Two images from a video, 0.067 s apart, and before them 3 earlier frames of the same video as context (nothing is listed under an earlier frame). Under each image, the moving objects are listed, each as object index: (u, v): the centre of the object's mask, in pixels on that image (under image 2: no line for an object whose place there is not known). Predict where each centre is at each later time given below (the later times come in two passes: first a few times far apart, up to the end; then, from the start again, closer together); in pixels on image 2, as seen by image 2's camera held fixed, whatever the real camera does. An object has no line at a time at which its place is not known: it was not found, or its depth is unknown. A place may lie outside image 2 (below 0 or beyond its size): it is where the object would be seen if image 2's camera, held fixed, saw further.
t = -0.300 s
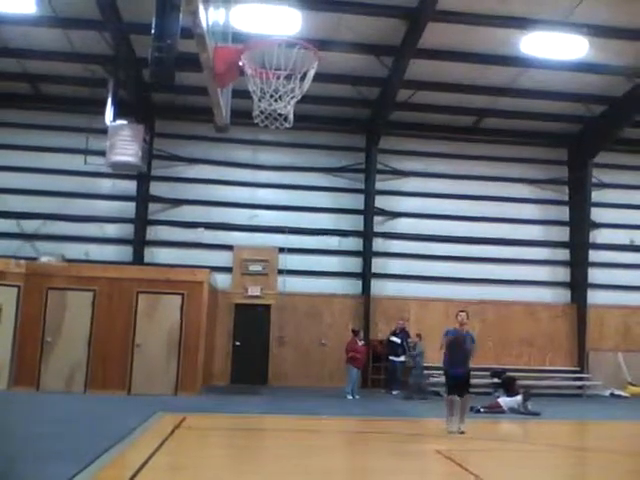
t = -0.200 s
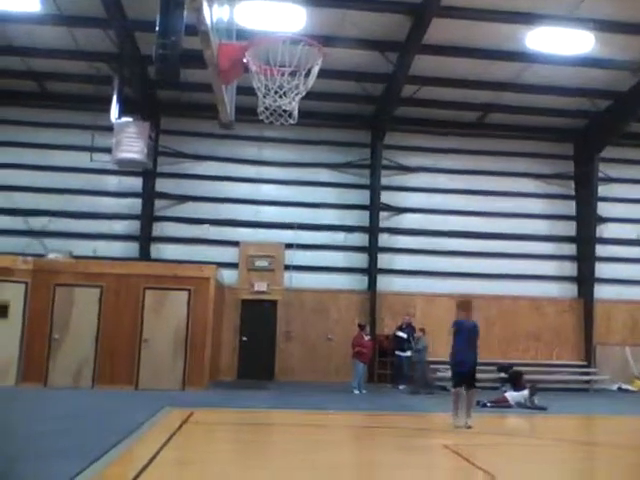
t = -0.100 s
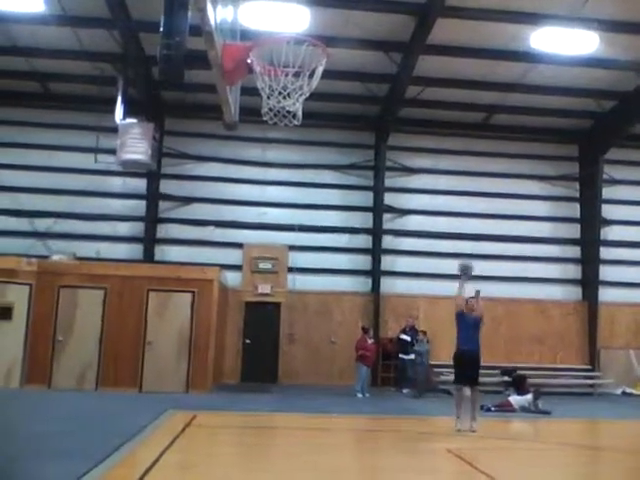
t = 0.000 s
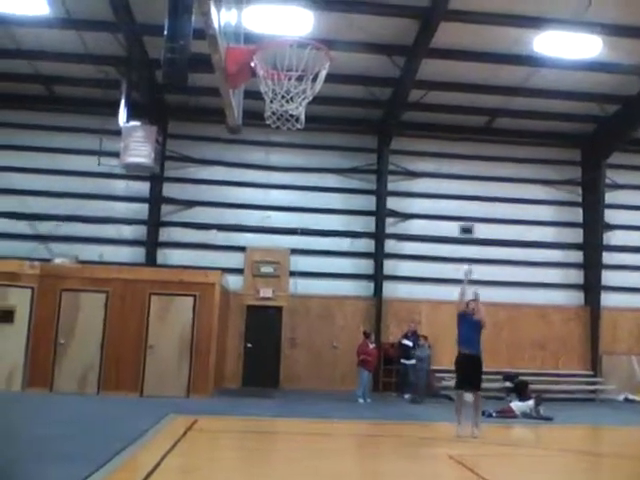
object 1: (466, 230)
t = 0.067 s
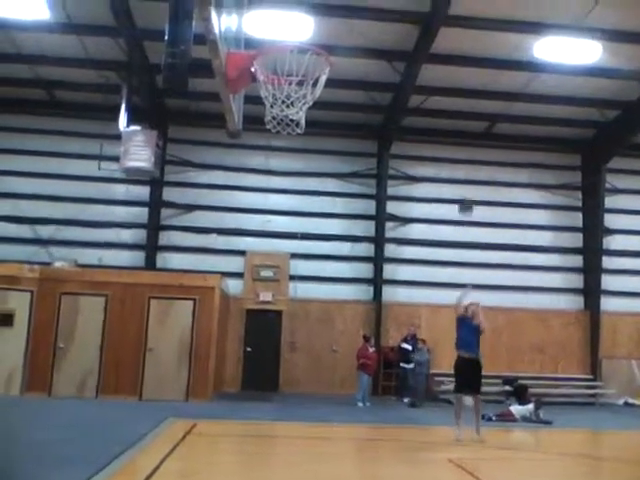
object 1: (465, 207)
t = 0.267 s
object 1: (464, 134)
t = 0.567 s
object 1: (459, 70)
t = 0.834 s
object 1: (454, 60)
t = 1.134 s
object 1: (447, 121)
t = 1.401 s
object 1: (441, 293)
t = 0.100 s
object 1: (465, 194)
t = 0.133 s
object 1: (465, 181)
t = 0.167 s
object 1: (465, 170)
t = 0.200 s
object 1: (466, 162)
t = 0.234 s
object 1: (464, 146)
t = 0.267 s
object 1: (464, 134)
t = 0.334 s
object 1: (462, 119)
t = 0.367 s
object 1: (461, 109)
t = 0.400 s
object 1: (464, 102)
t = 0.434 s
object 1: (461, 94)
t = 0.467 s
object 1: (462, 90)
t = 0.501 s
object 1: (461, 86)
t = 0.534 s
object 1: (461, 79)
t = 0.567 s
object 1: (459, 70)
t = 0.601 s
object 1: (458, 67)
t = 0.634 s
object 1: (458, 65)
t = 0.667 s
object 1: (457, 63)
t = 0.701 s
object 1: (456, 61)
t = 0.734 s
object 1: (456, 61)
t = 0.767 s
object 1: (455, 60)
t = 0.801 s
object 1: (455, 60)
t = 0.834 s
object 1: (454, 60)
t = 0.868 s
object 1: (453, 64)
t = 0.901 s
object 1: (452, 66)
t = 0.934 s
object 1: (451, 69)
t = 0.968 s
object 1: (450, 75)
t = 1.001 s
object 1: (450, 83)
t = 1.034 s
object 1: (449, 91)
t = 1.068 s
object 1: (448, 97)
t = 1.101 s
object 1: (446, 110)
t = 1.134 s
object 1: (447, 121)
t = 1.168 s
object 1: (447, 133)
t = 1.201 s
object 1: (447, 153)
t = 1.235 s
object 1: (444, 170)
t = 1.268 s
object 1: (444, 190)
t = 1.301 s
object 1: (443, 211)
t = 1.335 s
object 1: (443, 234)
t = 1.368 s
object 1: (441, 259)
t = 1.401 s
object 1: (441, 293)
